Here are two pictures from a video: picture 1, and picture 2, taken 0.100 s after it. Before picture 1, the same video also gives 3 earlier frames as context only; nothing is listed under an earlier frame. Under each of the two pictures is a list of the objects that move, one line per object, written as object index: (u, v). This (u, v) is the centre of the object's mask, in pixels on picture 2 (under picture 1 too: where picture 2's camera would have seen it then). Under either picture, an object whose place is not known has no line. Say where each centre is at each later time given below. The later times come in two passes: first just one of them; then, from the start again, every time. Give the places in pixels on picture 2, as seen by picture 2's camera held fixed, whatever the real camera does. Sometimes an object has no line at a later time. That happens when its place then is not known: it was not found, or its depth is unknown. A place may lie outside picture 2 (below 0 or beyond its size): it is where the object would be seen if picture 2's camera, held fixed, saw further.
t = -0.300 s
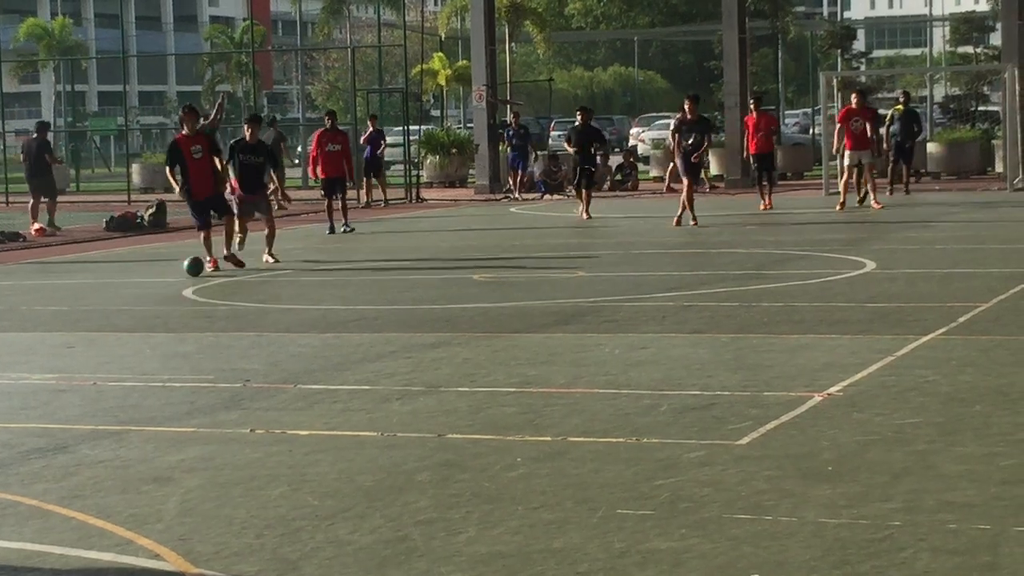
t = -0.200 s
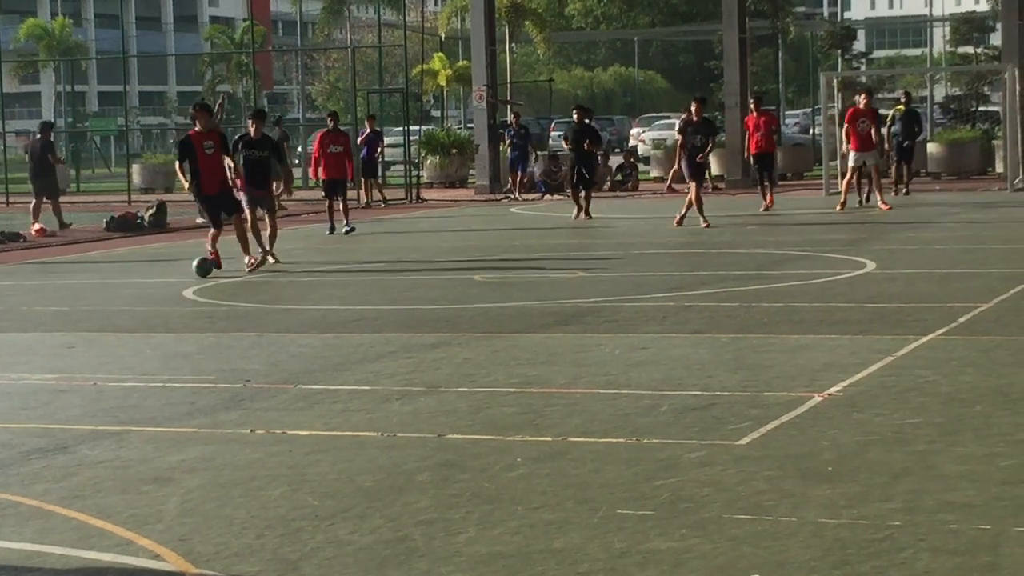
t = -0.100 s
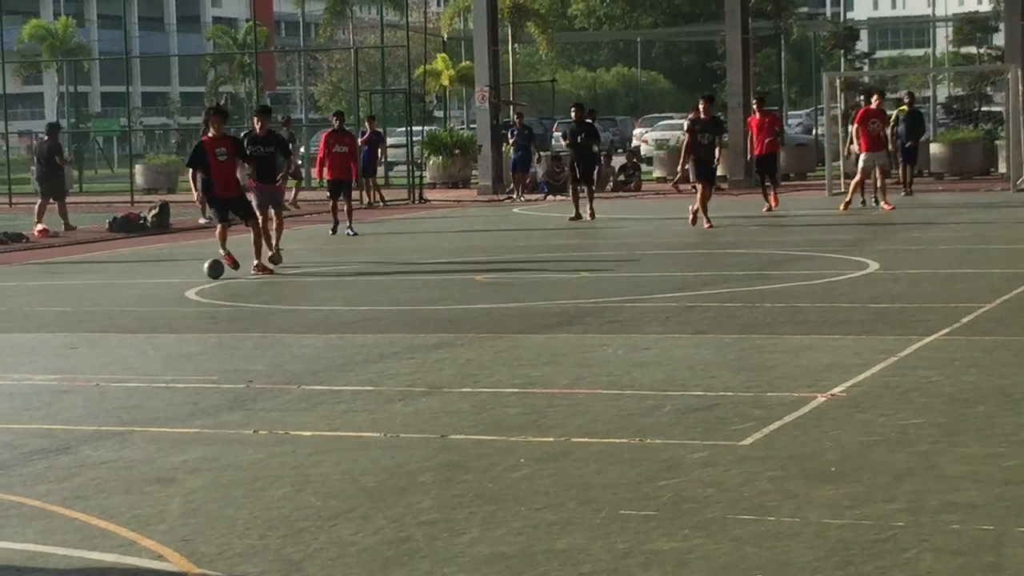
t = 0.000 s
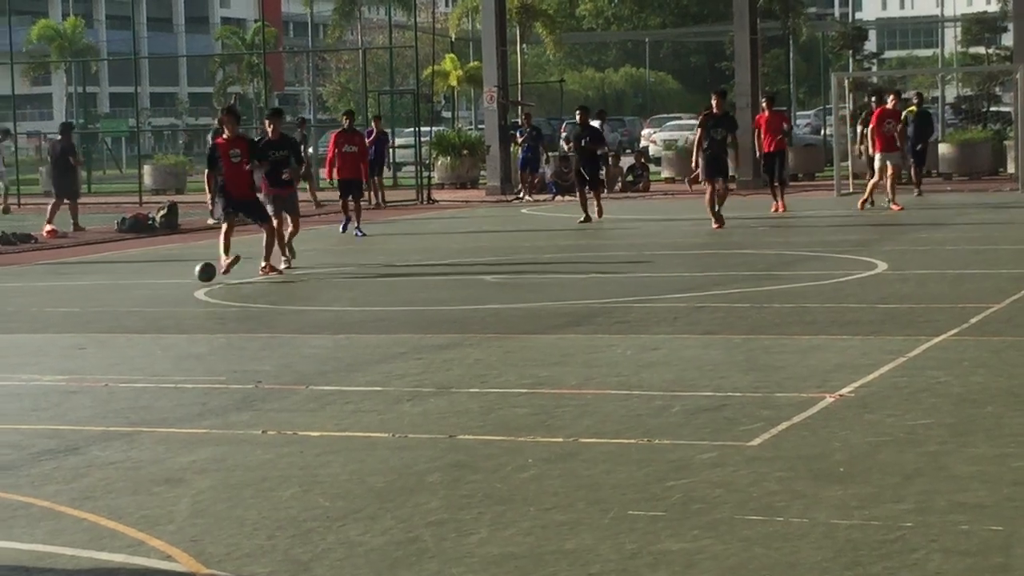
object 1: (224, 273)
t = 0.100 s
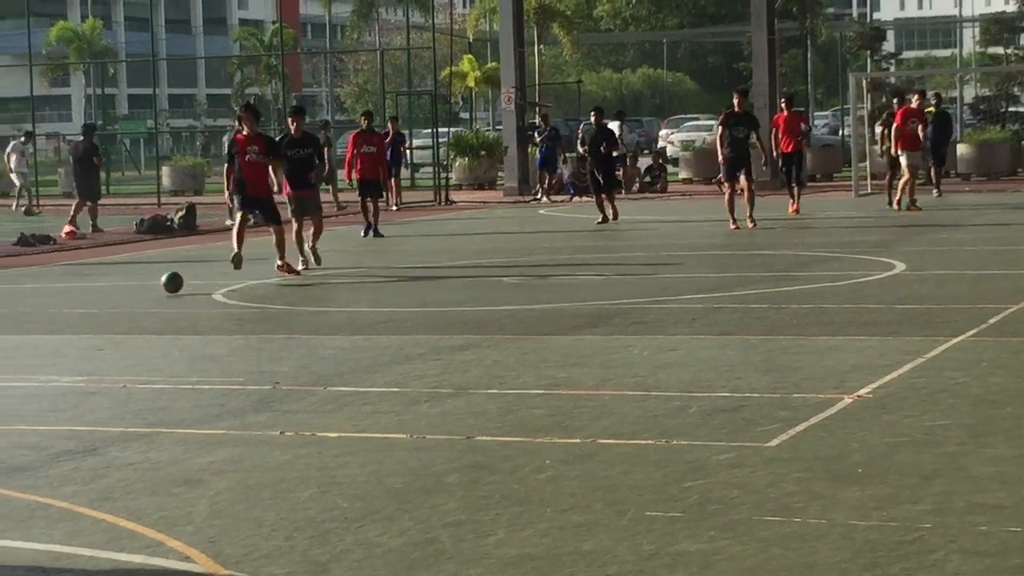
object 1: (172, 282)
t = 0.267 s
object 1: (81, 295)
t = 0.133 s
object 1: (154, 284)
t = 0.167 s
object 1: (136, 288)
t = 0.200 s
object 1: (118, 292)
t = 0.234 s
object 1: (100, 293)
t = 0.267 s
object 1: (81, 295)
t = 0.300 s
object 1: (62, 299)
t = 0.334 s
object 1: (42, 303)
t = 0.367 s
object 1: (23, 306)
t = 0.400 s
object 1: (3, 310)
